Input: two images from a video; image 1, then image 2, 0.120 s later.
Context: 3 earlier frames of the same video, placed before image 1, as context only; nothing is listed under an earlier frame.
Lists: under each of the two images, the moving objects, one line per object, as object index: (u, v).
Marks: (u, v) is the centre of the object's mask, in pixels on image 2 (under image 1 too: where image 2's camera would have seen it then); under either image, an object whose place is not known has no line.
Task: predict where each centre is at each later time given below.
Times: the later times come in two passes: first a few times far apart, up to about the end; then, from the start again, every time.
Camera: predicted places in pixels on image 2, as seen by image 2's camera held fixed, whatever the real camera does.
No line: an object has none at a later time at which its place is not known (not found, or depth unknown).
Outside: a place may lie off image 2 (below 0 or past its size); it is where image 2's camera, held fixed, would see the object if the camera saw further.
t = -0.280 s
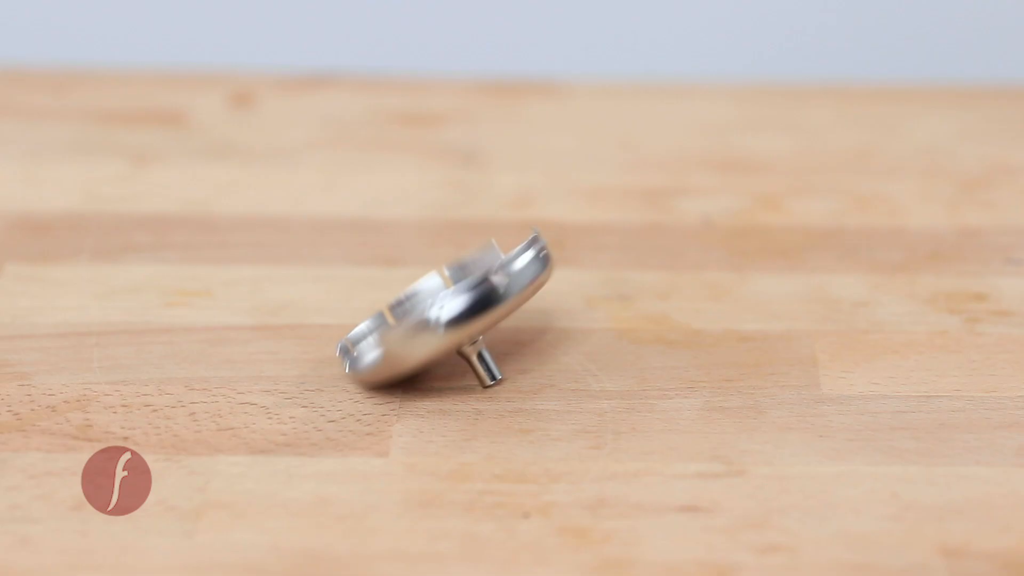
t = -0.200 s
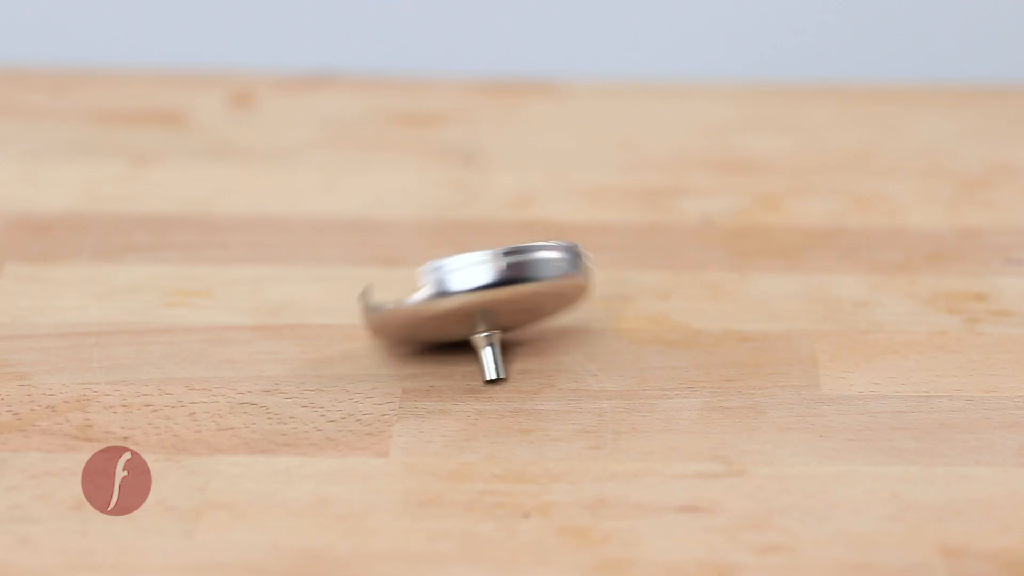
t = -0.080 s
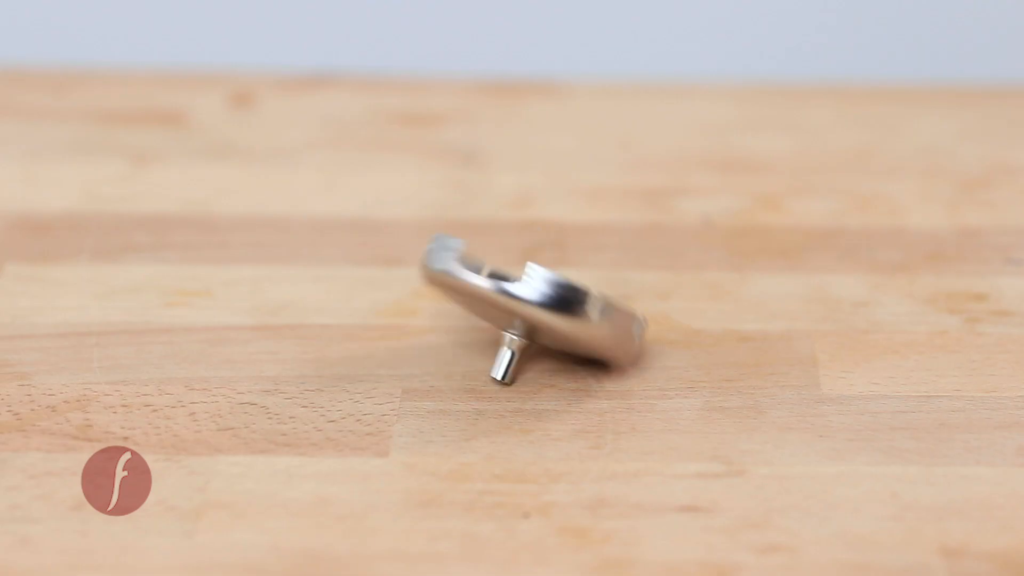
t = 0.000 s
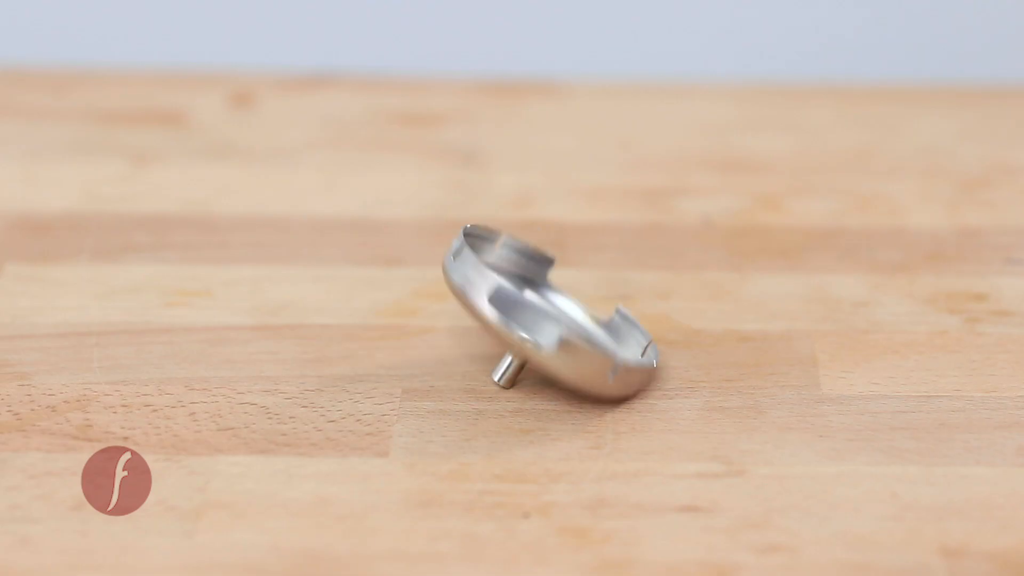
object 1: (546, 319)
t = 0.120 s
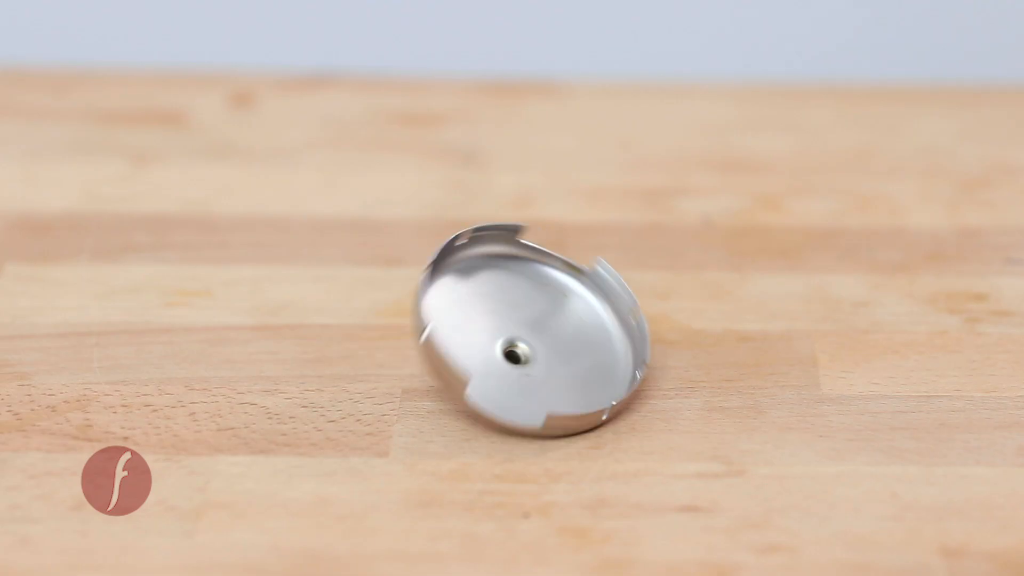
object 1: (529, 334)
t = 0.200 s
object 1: (496, 337)
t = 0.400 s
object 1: (447, 316)
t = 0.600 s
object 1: (499, 298)
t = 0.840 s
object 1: (550, 322)
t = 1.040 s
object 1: (506, 335)
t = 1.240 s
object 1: (447, 321)
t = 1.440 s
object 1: (466, 304)
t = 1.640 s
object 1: (511, 298)
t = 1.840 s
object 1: (537, 313)
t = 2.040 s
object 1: (543, 322)
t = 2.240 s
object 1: (515, 335)
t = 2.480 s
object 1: (457, 332)
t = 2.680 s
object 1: (441, 321)
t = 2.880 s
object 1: (459, 312)
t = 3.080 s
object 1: (475, 304)
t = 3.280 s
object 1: (487, 301)
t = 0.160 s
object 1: (514, 336)
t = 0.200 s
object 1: (496, 337)
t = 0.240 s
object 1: (477, 336)
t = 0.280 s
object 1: (462, 333)
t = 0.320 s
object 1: (452, 329)
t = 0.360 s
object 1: (446, 322)
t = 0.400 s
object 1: (447, 316)
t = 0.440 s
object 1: (453, 313)
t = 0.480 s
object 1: (460, 308)
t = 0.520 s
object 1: (472, 302)
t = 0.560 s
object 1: (485, 299)
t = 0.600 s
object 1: (499, 298)
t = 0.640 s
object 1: (511, 300)
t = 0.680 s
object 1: (525, 305)
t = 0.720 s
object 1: (537, 313)
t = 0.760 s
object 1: (546, 316)
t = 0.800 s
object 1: (550, 319)
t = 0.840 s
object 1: (550, 322)
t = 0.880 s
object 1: (547, 324)
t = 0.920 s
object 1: (541, 328)
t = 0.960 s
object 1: (532, 332)
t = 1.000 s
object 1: (519, 334)
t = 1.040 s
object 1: (506, 335)
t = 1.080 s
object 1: (491, 335)
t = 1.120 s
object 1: (476, 333)
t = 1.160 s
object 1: (464, 330)
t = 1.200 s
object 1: (454, 326)
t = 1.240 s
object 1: (447, 321)
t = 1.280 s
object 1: (445, 317)
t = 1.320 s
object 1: (447, 314)
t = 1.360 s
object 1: (452, 313)
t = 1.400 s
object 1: (459, 310)
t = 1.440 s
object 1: (466, 304)
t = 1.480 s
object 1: (475, 300)
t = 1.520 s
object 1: (485, 297)
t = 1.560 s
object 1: (494, 297)
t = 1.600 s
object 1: (503, 297)
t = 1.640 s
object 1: (511, 298)
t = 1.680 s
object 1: (519, 301)
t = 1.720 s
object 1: (525, 303)
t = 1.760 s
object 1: (530, 307)
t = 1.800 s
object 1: (533, 312)
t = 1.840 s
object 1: (537, 313)
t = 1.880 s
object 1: (539, 313)
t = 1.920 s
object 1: (541, 314)
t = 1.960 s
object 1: (543, 316)
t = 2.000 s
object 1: (544, 319)
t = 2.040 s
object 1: (543, 322)
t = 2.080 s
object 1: (540, 325)
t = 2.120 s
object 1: (536, 328)
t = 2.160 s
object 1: (530, 330)
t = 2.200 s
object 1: (523, 333)
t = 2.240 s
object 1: (515, 335)
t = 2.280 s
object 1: (505, 336)
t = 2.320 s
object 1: (495, 336)
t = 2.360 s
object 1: (485, 336)
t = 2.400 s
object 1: (475, 336)
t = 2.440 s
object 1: (465, 334)
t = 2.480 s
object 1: (457, 332)
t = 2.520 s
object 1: (451, 330)
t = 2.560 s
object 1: (446, 327)
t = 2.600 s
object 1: (443, 325)
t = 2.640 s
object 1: (441, 323)
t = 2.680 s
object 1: (441, 321)
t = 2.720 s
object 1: (443, 320)
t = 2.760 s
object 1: (445, 319)
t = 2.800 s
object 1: (450, 316)
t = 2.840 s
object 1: (454, 314)
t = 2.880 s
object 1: (459, 312)
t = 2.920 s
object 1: (463, 309)
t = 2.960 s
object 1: (466, 307)
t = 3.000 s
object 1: (469, 306)
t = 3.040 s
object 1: (472, 305)
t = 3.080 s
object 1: (475, 304)
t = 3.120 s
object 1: (477, 303)
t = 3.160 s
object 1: (480, 302)
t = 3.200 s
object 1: (482, 302)
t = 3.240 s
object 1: (485, 301)
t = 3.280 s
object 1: (487, 301)
